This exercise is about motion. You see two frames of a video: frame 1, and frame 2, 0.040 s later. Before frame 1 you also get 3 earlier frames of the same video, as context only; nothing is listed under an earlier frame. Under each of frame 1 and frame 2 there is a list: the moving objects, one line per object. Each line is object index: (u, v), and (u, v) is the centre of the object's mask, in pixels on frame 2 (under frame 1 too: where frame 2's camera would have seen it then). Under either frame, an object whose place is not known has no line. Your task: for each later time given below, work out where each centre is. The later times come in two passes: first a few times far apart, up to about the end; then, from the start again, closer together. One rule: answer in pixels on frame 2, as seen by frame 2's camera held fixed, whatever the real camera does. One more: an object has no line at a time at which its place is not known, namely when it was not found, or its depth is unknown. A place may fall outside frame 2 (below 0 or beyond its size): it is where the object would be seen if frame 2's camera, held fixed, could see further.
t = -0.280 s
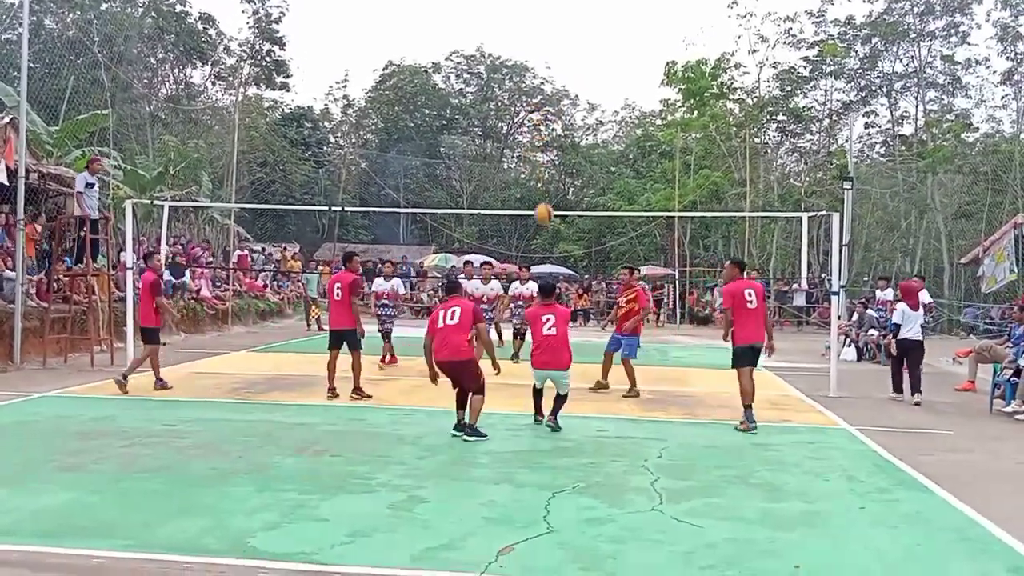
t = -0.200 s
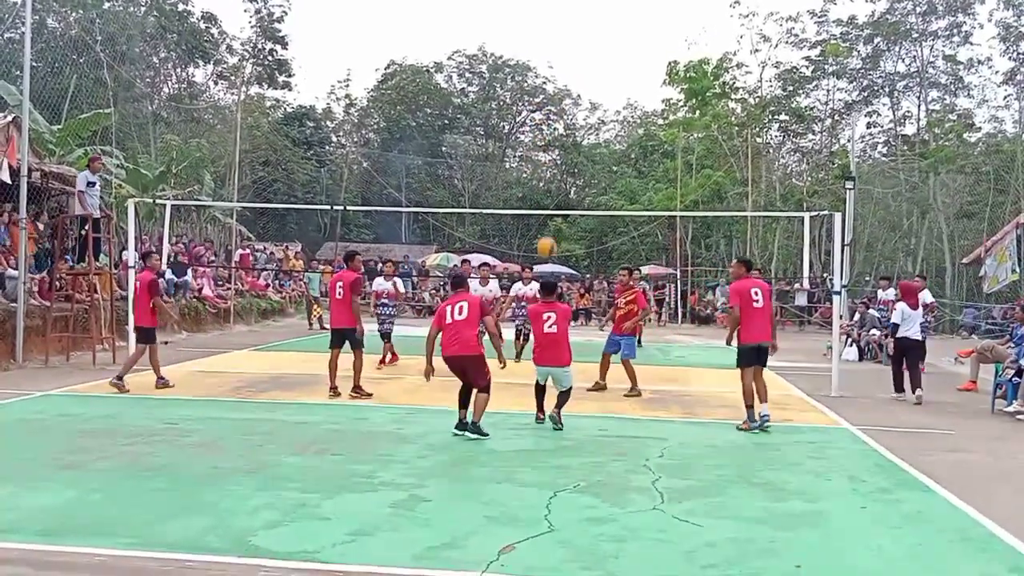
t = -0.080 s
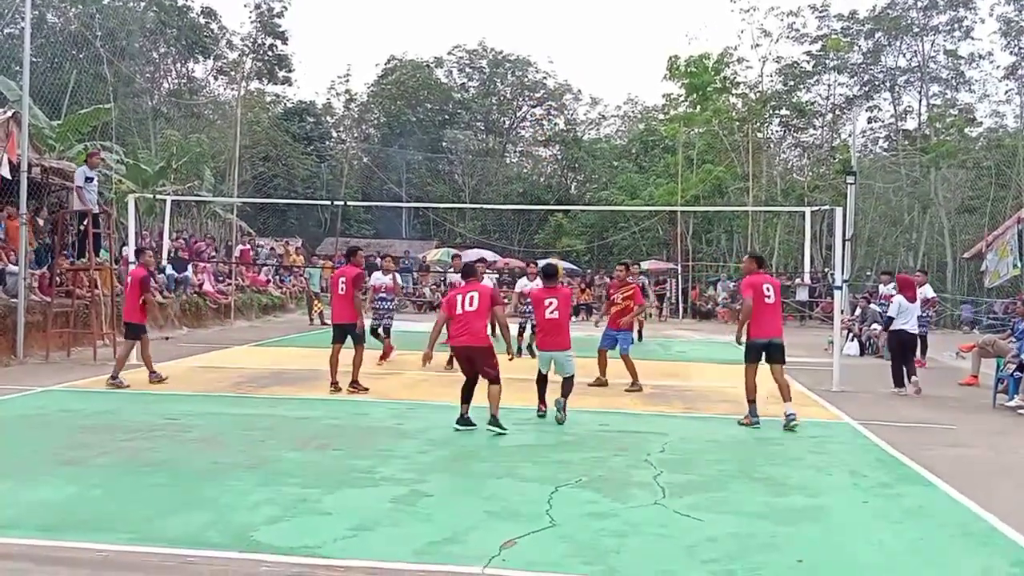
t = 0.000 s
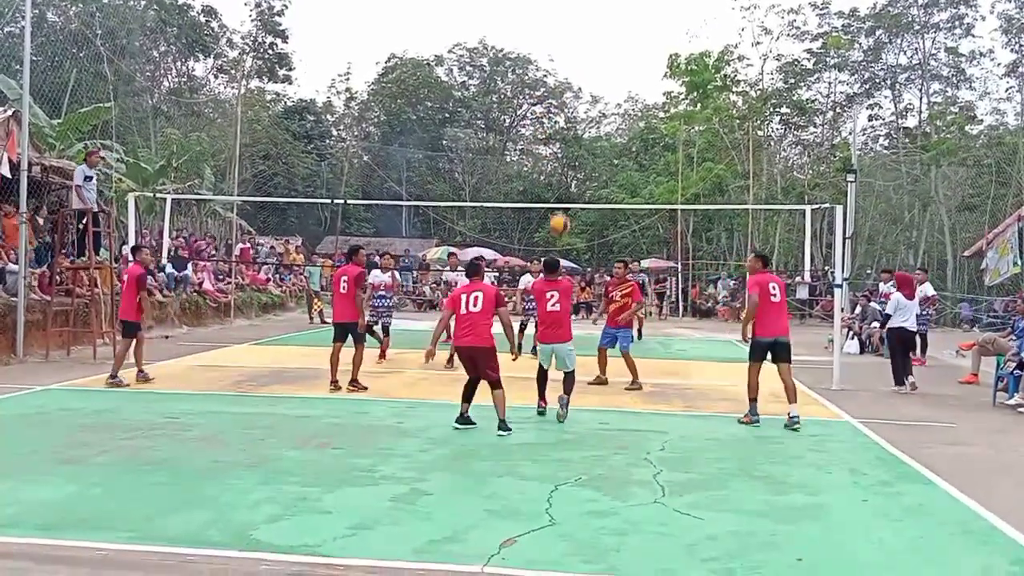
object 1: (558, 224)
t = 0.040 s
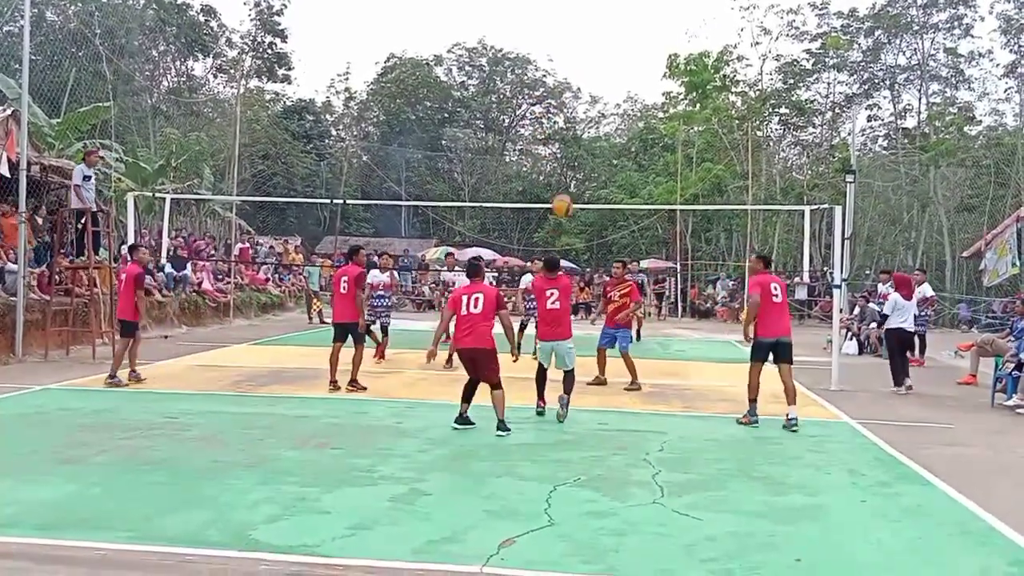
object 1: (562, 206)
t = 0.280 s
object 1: (584, 100)
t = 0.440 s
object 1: (599, 57)
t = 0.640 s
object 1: (614, 41)
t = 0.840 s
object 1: (629, 60)
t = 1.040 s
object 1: (643, 114)
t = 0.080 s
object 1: (565, 188)
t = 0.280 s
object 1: (584, 100)
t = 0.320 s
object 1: (587, 89)
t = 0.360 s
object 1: (593, 71)
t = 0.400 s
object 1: (596, 63)
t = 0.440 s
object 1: (599, 57)
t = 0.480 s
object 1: (601, 52)
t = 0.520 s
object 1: (604, 47)
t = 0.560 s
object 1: (609, 42)
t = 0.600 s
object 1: (612, 40)
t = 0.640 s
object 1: (614, 41)
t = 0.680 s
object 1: (617, 42)
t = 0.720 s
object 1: (619, 43)
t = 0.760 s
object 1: (622, 46)
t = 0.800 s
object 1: (627, 54)
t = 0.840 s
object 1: (629, 60)
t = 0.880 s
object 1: (632, 67)
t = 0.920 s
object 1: (634, 74)
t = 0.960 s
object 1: (636, 83)
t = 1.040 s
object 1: (643, 114)
